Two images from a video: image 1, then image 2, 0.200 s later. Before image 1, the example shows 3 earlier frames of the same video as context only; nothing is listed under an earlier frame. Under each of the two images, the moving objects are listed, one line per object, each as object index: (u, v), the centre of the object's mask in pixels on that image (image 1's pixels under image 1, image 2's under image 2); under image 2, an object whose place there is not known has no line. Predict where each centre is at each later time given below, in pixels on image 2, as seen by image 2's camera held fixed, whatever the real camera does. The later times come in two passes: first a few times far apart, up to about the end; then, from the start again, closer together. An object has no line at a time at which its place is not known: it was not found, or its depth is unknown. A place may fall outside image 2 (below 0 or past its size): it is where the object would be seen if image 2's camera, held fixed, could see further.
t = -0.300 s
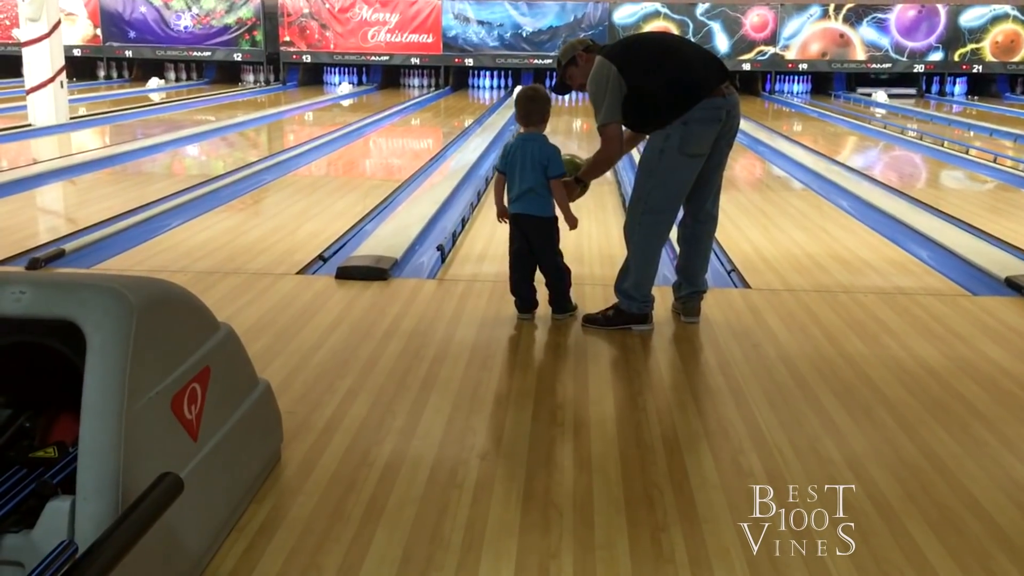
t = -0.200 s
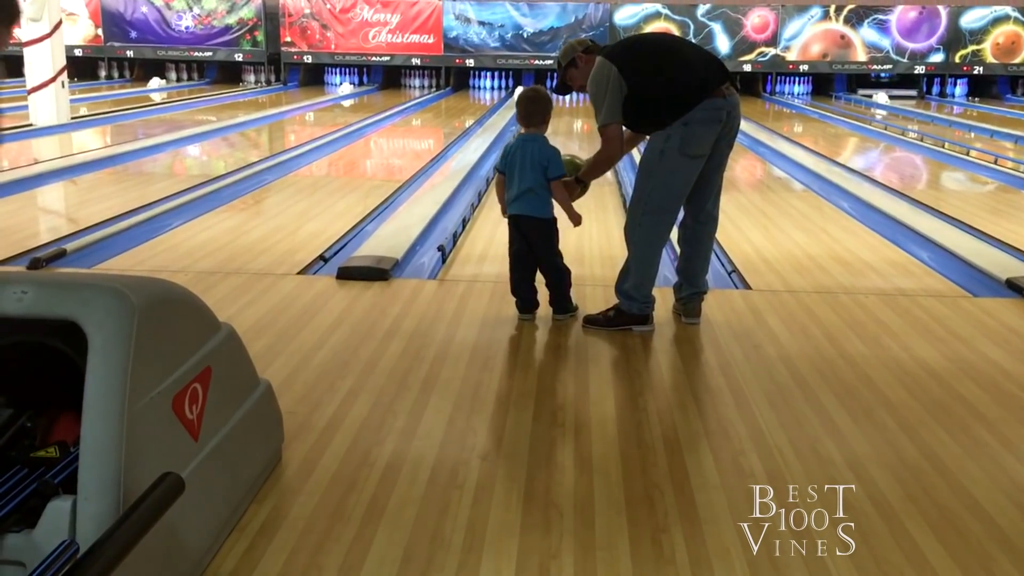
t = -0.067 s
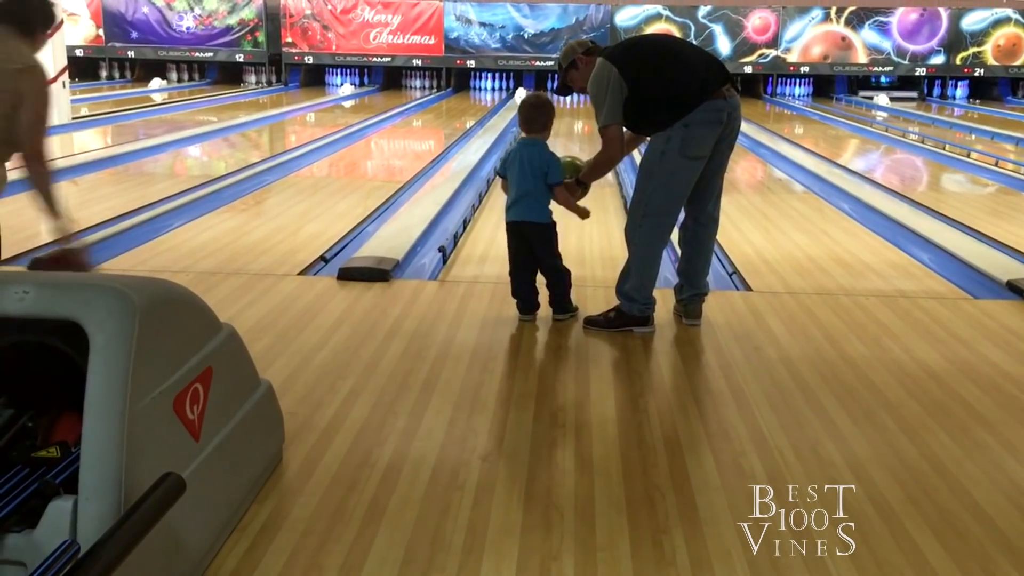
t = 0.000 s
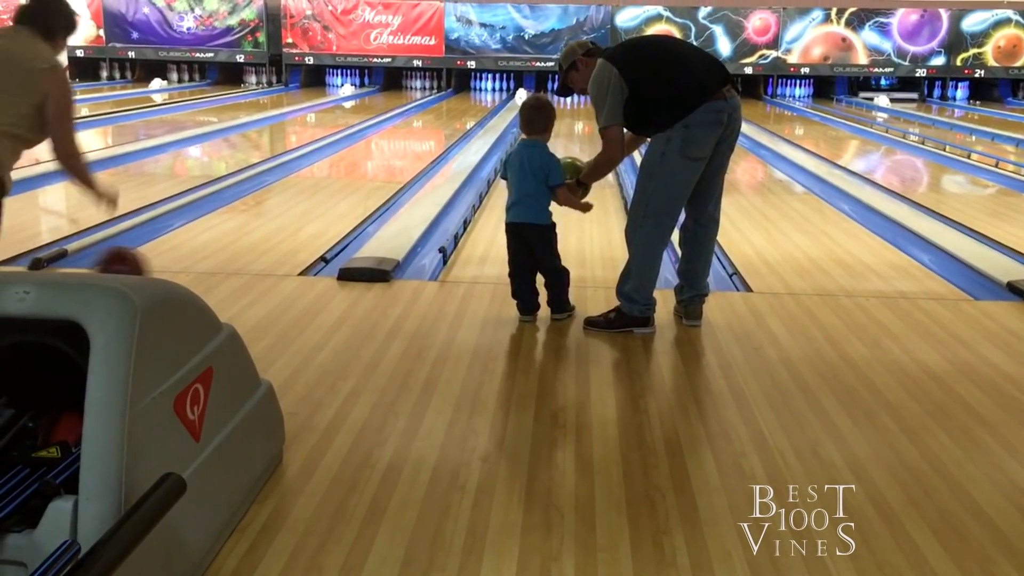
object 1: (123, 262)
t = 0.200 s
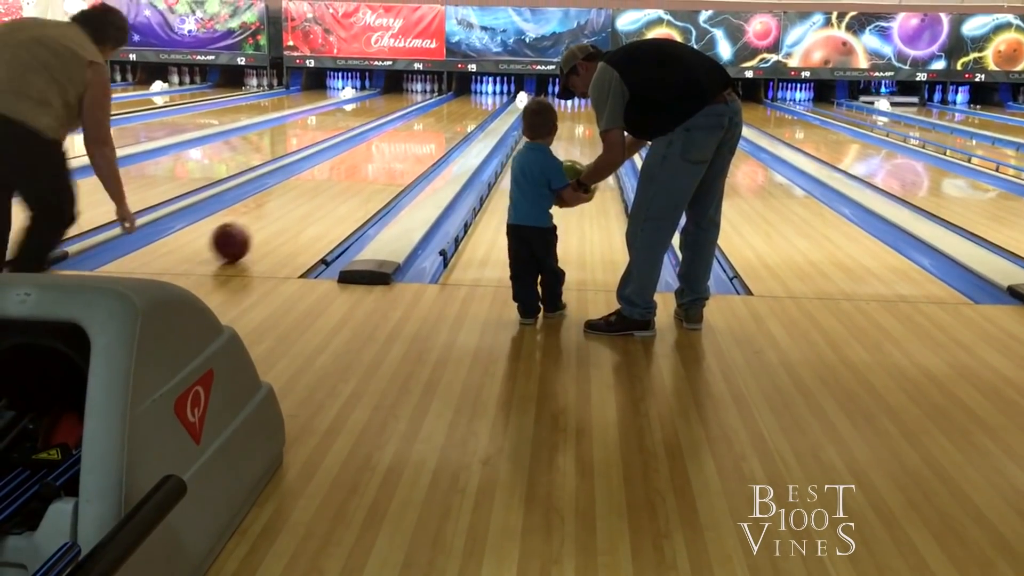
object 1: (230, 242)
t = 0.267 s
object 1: (256, 229)
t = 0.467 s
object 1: (313, 197)
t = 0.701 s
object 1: (360, 172)
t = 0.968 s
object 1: (396, 151)
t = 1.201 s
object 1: (420, 138)
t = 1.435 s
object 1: (438, 128)
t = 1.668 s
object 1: (452, 121)
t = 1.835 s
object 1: (461, 116)
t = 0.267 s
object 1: (256, 229)
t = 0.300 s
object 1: (267, 222)
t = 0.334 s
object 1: (277, 217)
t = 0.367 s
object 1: (287, 211)
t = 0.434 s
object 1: (305, 201)
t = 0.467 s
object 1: (313, 197)
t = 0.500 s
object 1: (321, 193)
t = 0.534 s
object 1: (329, 189)
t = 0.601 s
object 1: (342, 181)
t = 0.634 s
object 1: (348, 178)
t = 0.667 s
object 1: (355, 174)
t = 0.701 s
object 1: (360, 172)
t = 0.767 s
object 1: (370, 166)
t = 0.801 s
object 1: (375, 163)
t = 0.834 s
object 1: (379, 160)
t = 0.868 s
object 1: (384, 158)
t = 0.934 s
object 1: (392, 153)
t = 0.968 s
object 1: (396, 151)
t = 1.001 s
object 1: (400, 149)
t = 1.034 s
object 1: (403, 147)
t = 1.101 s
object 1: (410, 143)
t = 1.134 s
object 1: (414, 142)
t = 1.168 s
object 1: (417, 140)
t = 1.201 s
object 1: (420, 138)
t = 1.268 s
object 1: (425, 135)
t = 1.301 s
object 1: (428, 134)
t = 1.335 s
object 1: (431, 132)
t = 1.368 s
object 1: (433, 131)
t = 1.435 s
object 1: (438, 128)
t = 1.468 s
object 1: (440, 127)
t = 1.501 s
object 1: (442, 126)
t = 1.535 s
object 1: (444, 125)
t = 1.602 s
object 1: (449, 123)
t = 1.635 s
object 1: (451, 121)
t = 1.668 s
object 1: (452, 121)
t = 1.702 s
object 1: (454, 120)
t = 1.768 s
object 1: (458, 117)
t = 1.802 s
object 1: (460, 116)
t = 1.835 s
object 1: (461, 116)
